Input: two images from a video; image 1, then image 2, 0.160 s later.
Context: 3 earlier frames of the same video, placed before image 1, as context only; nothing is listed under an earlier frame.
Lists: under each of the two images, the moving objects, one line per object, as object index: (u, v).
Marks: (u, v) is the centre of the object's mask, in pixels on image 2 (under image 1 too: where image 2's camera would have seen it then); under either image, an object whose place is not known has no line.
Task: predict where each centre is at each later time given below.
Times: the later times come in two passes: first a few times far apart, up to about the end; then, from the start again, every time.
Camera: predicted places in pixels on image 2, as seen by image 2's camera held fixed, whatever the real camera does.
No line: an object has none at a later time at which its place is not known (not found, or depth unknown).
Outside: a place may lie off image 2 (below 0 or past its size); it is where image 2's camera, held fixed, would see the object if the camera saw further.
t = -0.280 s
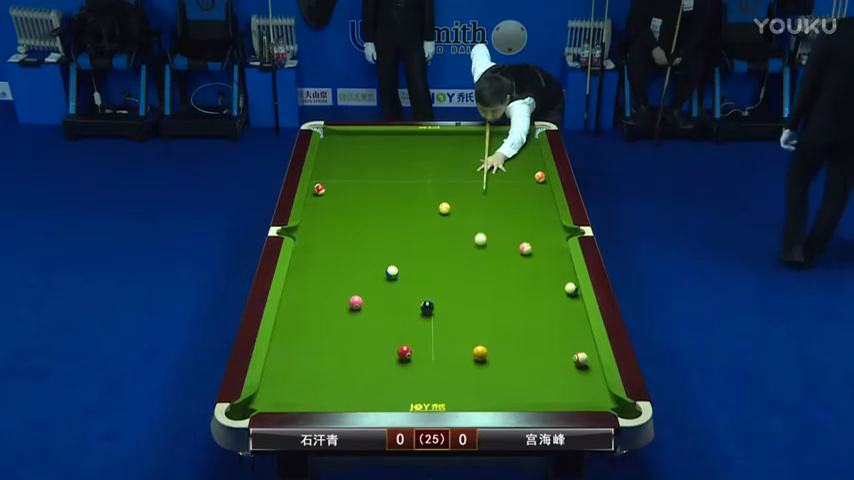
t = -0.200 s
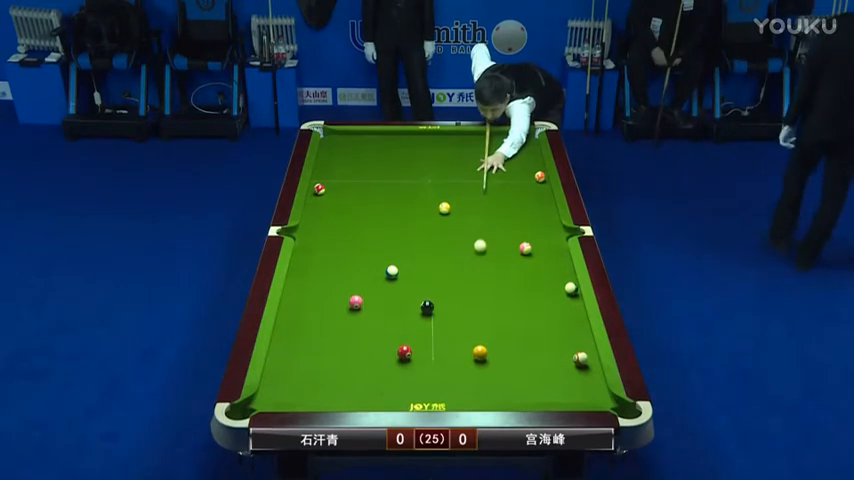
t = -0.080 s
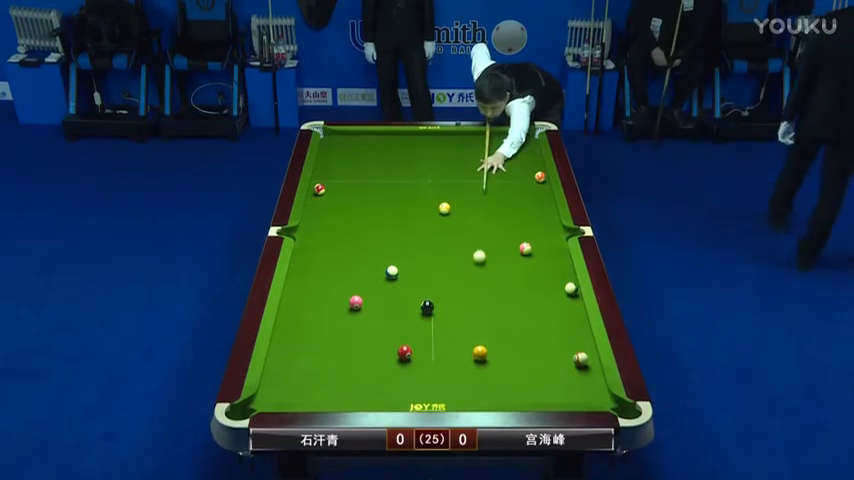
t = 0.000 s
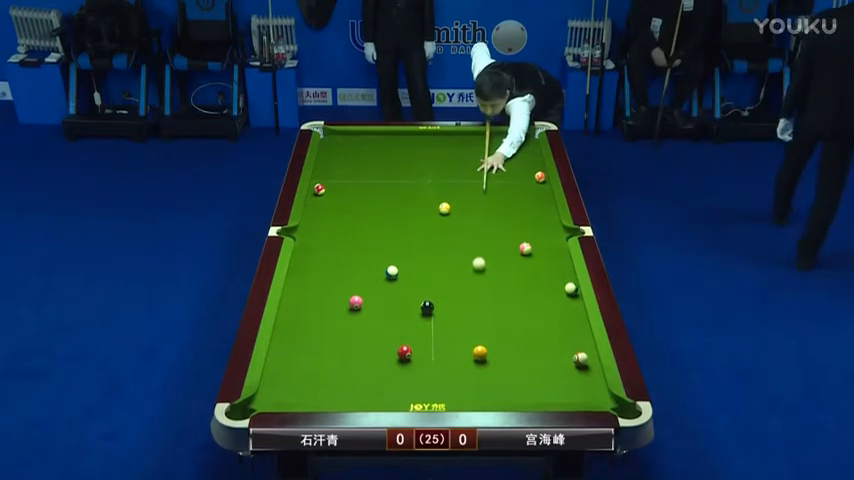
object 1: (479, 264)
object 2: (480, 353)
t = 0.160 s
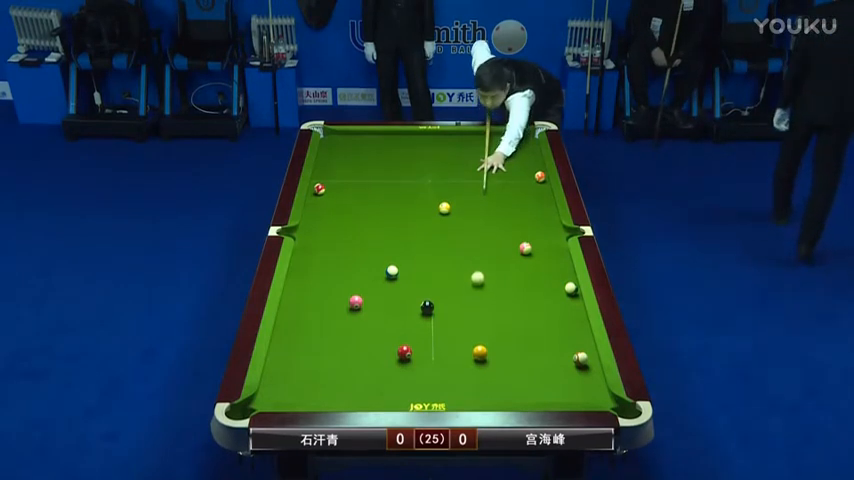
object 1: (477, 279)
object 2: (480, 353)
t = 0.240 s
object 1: (477, 287)
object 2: (480, 353)
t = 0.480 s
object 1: (475, 310)
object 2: (480, 353)
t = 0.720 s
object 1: (474, 334)
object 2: (480, 353)
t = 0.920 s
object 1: (466, 349)
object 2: (485, 361)
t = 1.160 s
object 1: (452, 358)
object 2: (495, 374)
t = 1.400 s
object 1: (438, 368)
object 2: (505, 387)
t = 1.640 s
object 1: (425, 377)
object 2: (514, 397)
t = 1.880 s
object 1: (412, 385)
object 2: (519, 393)
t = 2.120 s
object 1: (400, 392)
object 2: (522, 386)
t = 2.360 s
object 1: (388, 397)
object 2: (524, 379)
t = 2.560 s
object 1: (382, 395)
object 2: (526, 375)
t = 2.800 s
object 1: (376, 393)
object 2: (529, 370)
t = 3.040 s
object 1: (371, 391)
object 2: (530, 366)
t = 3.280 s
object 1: (366, 388)
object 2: (532, 363)
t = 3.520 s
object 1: (363, 385)
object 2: (532, 361)
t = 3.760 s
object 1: (360, 384)
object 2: (533, 359)
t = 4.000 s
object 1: (359, 383)
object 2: (533, 358)
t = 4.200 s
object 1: (358, 383)
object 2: (533, 358)
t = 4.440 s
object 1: (358, 383)
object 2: (533, 357)
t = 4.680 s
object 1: (358, 383)
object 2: (533, 357)
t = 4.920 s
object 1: (358, 383)
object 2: (533, 357)
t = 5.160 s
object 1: (358, 383)
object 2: (533, 357)
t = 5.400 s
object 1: (358, 383)
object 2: (533, 357)
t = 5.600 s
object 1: (358, 383)
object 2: (533, 357)
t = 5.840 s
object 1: (358, 383)
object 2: (533, 357)
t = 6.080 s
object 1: (358, 383)
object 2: (533, 357)
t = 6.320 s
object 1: (358, 383)
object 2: (533, 357)
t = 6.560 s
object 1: (358, 383)
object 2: (533, 357)
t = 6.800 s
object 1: (358, 383)
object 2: (533, 357)
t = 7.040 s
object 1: (359, 383)
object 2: (533, 357)
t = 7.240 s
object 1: (358, 383)
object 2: (533, 358)
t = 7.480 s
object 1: (358, 383)
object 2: (533, 358)
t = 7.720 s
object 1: (358, 383)
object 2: (533, 358)
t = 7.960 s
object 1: (358, 383)
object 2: (533, 358)
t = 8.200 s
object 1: (358, 383)
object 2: (533, 358)
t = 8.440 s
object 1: (358, 383)
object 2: (533, 358)
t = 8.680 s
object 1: (358, 383)
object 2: (533, 358)
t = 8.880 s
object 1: (358, 383)
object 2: (533, 358)
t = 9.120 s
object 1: (358, 383)
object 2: (533, 358)
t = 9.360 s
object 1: (358, 383)
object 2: (533, 358)
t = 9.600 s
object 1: (358, 383)
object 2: (533, 358)
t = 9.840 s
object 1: (358, 383)
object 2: (533, 358)
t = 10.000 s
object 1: (358, 383)
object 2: (533, 358)
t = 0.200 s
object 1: (477, 283)
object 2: (480, 353)
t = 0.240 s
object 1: (477, 287)
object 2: (480, 353)
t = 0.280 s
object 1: (477, 291)
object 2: (480, 353)
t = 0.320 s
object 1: (476, 294)
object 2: (480, 353)
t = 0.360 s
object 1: (476, 299)
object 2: (480, 353)
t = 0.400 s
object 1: (476, 302)
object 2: (480, 353)
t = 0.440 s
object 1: (475, 306)
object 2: (480, 353)
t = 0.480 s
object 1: (475, 310)
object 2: (480, 353)
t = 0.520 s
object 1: (475, 314)
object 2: (480, 353)
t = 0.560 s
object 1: (475, 318)
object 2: (480, 353)
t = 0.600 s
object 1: (475, 322)
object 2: (480, 353)
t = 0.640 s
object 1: (474, 326)
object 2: (480, 353)
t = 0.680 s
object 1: (474, 330)
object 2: (480, 353)
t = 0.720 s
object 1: (474, 334)
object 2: (480, 353)
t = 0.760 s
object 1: (473, 339)
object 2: (480, 353)
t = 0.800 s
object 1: (472, 342)
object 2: (480, 353)
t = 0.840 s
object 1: (471, 345)
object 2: (481, 355)
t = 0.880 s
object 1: (468, 347)
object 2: (483, 358)
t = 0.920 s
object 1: (466, 349)
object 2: (485, 361)
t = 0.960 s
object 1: (464, 350)
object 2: (487, 363)
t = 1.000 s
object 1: (461, 352)
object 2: (489, 365)
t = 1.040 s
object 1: (459, 354)
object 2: (490, 368)
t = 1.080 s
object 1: (456, 355)
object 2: (492, 370)
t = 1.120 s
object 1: (454, 357)
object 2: (494, 372)
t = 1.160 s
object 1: (452, 358)
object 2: (495, 374)
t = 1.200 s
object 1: (450, 360)
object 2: (497, 376)
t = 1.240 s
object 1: (447, 362)
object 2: (499, 378)
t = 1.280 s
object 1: (445, 363)
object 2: (500, 381)
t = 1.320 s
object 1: (443, 365)
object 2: (502, 383)
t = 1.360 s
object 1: (440, 366)
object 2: (503, 385)
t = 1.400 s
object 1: (438, 368)
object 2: (505, 387)
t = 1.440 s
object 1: (436, 369)
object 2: (507, 389)
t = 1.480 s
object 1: (433, 371)
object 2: (509, 391)
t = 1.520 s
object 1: (431, 372)
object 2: (510, 393)
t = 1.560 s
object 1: (429, 374)
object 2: (511, 394)
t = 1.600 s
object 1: (426, 375)
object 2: (513, 395)
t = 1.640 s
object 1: (425, 377)
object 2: (514, 397)
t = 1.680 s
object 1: (422, 378)
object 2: (515, 396)
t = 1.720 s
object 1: (420, 380)
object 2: (515, 395)
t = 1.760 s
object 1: (418, 381)
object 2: (516, 394)
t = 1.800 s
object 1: (416, 382)
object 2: (517, 394)
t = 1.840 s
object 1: (414, 384)
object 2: (517, 393)
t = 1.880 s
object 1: (412, 385)
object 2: (519, 393)
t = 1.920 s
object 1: (410, 386)
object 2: (519, 392)
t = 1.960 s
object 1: (408, 388)
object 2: (520, 391)
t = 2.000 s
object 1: (406, 389)
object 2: (520, 389)
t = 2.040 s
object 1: (404, 390)
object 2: (521, 389)
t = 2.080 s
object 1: (402, 391)
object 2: (521, 388)
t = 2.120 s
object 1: (400, 392)
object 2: (522, 386)
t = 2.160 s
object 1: (398, 393)
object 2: (522, 384)
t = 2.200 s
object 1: (396, 394)
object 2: (523, 383)
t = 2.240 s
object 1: (394, 394)
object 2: (523, 382)
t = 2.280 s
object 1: (392, 395)
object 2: (523, 381)
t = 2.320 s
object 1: (390, 395)
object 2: (524, 380)
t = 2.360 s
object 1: (388, 397)
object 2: (524, 379)
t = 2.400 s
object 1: (387, 397)
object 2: (525, 378)
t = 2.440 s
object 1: (386, 396)
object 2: (525, 378)
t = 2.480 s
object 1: (385, 396)
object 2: (526, 376)
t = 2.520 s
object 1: (384, 396)
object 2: (526, 376)
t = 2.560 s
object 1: (382, 395)
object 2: (526, 375)
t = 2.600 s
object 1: (382, 395)
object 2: (527, 374)
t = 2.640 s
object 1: (380, 394)
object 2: (527, 373)
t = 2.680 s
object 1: (379, 394)
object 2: (528, 372)
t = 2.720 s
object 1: (378, 394)
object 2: (528, 371)
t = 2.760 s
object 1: (377, 394)
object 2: (528, 371)
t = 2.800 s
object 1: (376, 393)
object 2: (529, 370)
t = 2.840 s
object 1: (375, 393)
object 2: (529, 370)
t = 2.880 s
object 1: (374, 393)
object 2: (529, 369)
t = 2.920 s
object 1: (373, 392)
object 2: (529, 368)
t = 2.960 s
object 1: (372, 392)
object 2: (530, 368)
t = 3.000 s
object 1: (371, 391)
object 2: (530, 367)
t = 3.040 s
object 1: (371, 391)
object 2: (530, 366)
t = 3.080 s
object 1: (370, 391)
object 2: (531, 366)
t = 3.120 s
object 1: (369, 391)
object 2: (531, 365)
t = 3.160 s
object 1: (368, 390)
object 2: (531, 365)
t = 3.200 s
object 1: (368, 389)
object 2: (531, 364)
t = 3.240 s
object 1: (367, 389)
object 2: (531, 364)
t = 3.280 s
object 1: (366, 388)
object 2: (532, 363)
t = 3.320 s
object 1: (366, 387)
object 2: (532, 363)
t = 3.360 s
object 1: (365, 387)
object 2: (532, 362)
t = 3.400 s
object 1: (365, 387)
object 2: (532, 362)
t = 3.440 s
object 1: (364, 386)
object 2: (532, 361)
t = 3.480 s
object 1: (363, 386)
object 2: (532, 361)
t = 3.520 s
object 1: (363, 385)
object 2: (532, 361)
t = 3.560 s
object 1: (363, 385)
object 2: (532, 361)
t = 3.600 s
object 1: (362, 385)
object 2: (533, 360)
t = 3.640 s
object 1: (362, 384)
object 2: (533, 360)
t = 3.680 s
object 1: (361, 385)
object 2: (533, 360)
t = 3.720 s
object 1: (361, 384)
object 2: (533, 359)
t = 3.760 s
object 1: (360, 384)
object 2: (533, 359)
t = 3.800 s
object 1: (360, 384)
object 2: (533, 359)
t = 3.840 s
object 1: (360, 384)
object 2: (533, 359)
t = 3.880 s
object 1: (360, 383)
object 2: (533, 358)
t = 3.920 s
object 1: (359, 384)
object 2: (533, 358)
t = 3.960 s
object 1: (359, 383)
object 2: (533, 358)
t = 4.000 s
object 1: (359, 383)
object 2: (533, 358)
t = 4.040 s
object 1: (359, 383)
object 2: (533, 358)
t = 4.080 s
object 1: (358, 383)
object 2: (533, 358)
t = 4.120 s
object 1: (358, 383)
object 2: (533, 358)
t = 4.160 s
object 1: (358, 383)
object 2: (533, 358)
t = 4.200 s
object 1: (358, 383)
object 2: (533, 358)
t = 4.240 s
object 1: (358, 383)
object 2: (533, 357)
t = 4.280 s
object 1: (358, 383)
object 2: (533, 357)
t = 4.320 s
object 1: (358, 383)
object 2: (533, 357)
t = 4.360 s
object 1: (358, 383)
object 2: (533, 357)
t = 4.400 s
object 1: (358, 383)
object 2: (533, 357)
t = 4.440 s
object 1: (358, 383)
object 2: (533, 357)
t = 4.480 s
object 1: (358, 383)
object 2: (533, 357)
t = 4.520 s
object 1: (358, 383)
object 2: (533, 357)
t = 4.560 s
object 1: (358, 383)
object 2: (533, 357)
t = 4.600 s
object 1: (358, 383)
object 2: (533, 357)
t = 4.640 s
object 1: (358, 383)
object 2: (533, 357)
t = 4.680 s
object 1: (358, 383)
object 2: (533, 357)
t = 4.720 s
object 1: (358, 383)
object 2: (533, 357)
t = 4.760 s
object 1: (358, 383)
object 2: (533, 357)
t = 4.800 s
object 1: (358, 383)
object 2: (533, 357)
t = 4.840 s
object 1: (358, 383)
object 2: (533, 357)
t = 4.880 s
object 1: (358, 383)
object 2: (533, 357)
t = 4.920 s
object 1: (358, 383)
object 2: (533, 357)
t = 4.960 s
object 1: (358, 383)
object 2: (533, 357)
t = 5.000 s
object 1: (358, 383)
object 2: (533, 357)
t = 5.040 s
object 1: (358, 383)
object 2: (533, 357)
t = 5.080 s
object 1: (358, 383)
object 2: (533, 357)
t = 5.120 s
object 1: (358, 383)
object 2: (533, 357)
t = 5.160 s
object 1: (358, 383)
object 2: (533, 357)
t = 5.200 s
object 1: (359, 383)
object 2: (533, 357)
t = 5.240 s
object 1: (358, 383)
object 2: (533, 357)
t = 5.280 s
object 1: (359, 383)
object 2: (533, 357)
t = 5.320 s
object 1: (358, 383)
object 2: (533, 357)
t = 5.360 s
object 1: (359, 383)
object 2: (533, 357)
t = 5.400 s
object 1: (358, 383)
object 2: (533, 357)
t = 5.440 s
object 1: (359, 383)
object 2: (533, 357)
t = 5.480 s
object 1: (359, 383)
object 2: (533, 357)
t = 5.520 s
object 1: (359, 383)
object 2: (533, 357)
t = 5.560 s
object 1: (358, 383)
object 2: (533, 357)
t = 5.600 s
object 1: (358, 383)
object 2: (533, 357)
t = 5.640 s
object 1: (358, 383)
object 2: (533, 357)
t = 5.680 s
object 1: (359, 383)
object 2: (533, 357)
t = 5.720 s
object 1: (358, 383)
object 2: (533, 357)
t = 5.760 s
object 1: (358, 383)
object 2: (533, 357)
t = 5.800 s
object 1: (358, 383)
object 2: (533, 357)
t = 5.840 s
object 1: (358, 383)
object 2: (533, 357)
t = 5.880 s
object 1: (358, 383)
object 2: (533, 357)
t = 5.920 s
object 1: (358, 383)
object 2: (533, 357)
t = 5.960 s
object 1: (358, 383)
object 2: (533, 357)
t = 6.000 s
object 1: (358, 383)
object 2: (533, 357)
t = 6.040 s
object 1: (358, 383)
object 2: (533, 357)
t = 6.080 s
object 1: (358, 383)
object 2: (533, 357)
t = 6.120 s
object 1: (358, 383)
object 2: (533, 357)
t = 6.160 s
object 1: (358, 383)
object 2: (533, 357)
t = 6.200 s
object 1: (358, 383)
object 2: (533, 357)
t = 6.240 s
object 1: (358, 383)
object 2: (533, 357)
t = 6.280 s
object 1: (358, 383)
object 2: (533, 357)
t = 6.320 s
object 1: (358, 383)
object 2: (533, 357)
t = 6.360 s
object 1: (358, 383)
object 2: (533, 357)
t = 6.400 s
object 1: (358, 383)
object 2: (533, 357)
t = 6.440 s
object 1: (358, 383)
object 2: (533, 357)
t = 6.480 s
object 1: (358, 383)
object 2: (533, 357)
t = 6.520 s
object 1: (358, 383)
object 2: (533, 357)
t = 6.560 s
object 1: (358, 383)
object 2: (533, 357)
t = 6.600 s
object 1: (358, 383)
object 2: (533, 357)
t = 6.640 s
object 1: (358, 383)
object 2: (533, 357)
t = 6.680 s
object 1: (358, 383)
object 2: (533, 357)
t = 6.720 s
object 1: (358, 383)
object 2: (533, 357)
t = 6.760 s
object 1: (359, 383)
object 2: (533, 357)
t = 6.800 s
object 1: (358, 383)
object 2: (533, 357)
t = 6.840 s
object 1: (359, 383)
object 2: (533, 357)
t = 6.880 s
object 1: (359, 383)
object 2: (533, 357)
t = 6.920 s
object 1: (359, 383)
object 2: (533, 357)
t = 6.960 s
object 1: (359, 383)
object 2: (533, 357)
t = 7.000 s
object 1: (359, 383)
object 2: (533, 357)
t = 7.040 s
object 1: (359, 383)
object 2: (533, 357)
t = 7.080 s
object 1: (358, 383)
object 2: (533, 358)
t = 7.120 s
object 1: (358, 383)
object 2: (533, 358)
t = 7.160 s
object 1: (358, 383)
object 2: (533, 358)
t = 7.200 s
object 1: (358, 383)
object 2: (533, 358)
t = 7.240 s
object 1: (358, 383)
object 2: (533, 358)
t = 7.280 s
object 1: (358, 383)
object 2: (533, 358)
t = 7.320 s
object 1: (358, 383)
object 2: (533, 358)
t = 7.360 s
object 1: (358, 383)
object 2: (533, 358)
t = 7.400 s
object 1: (358, 383)
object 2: (533, 358)
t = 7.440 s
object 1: (358, 383)
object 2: (533, 358)
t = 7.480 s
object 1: (358, 383)
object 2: (533, 358)
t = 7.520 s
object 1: (358, 383)
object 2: (533, 358)
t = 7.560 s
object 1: (358, 383)
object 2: (533, 358)
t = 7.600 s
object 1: (358, 383)
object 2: (533, 358)
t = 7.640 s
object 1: (358, 383)
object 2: (533, 358)
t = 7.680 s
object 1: (358, 383)
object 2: (533, 358)
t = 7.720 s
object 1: (358, 383)
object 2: (533, 358)
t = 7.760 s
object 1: (358, 383)
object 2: (533, 358)
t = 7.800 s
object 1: (358, 383)
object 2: (533, 358)
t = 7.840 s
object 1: (358, 383)
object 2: (533, 358)
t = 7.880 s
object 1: (358, 383)
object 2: (533, 358)
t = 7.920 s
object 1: (358, 383)
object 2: (533, 358)
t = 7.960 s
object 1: (358, 383)
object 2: (533, 358)
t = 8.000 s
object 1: (358, 383)
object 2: (533, 358)
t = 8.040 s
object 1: (358, 383)
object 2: (533, 358)
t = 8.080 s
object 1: (358, 383)
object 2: (533, 358)
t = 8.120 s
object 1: (358, 383)
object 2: (533, 358)
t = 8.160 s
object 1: (358, 383)
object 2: (533, 358)
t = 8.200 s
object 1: (358, 383)
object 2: (533, 358)
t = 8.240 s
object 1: (358, 383)
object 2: (533, 358)
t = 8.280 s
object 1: (358, 383)
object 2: (533, 358)
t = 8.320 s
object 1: (358, 383)
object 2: (533, 358)
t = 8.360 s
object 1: (358, 383)
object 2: (533, 358)
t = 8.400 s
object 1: (358, 383)
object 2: (533, 358)
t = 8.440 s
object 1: (358, 383)
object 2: (533, 358)
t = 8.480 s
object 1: (358, 383)
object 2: (533, 358)
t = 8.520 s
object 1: (358, 383)
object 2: (533, 358)
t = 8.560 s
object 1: (358, 383)
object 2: (533, 358)
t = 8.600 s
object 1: (358, 383)
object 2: (533, 358)
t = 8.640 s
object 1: (358, 383)
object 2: (533, 358)
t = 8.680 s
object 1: (358, 383)
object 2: (533, 358)
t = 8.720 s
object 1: (358, 383)
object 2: (533, 358)
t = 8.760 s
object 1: (358, 383)
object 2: (533, 358)
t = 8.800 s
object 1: (358, 383)
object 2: (533, 358)
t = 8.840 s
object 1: (358, 383)
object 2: (533, 358)
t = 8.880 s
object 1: (358, 383)
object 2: (533, 358)
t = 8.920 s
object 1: (358, 383)
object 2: (533, 358)
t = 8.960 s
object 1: (358, 383)
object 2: (533, 358)
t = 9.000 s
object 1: (358, 383)
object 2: (533, 358)
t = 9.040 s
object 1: (358, 383)
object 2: (533, 358)
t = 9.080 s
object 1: (358, 383)
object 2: (533, 358)
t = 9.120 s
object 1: (358, 383)
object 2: (533, 358)
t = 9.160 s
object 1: (358, 383)
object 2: (533, 358)
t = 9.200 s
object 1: (358, 383)
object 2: (533, 358)
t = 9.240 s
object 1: (358, 383)
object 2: (533, 358)
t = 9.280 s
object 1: (358, 383)
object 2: (533, 358)
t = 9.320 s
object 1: (358, 383)
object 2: (533, 358)
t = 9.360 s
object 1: (358, 383)
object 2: (533, 358)
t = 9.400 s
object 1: (358, 383)
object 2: (533, 358)
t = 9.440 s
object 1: (358, 383)
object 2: (533, 358)
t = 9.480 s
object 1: (358, 383)
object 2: (533, 358)
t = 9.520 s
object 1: (358, 383)
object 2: (533, 358)
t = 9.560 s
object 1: (358, 383)
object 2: (533, 358)
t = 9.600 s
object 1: (358, 383)
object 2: (533, 358)
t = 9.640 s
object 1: (358, 383)
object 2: (533, 358)
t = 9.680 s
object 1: (358, 383)
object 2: (533, 358)
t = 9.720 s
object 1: (358, 383)
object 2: (533, 358)
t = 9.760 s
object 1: (358, 383)
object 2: (533, 358)
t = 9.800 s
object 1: (358, 383)
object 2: (533, 358)
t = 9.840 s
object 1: (358, 383)
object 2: (533, 358)
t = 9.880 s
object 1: (358, 383)
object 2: (533, 358)
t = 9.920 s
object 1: (358, 383)
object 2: (533, 358)
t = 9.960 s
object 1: (358, 383)
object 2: (533, 358)
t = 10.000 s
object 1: (358, 383)
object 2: (533, 358)
